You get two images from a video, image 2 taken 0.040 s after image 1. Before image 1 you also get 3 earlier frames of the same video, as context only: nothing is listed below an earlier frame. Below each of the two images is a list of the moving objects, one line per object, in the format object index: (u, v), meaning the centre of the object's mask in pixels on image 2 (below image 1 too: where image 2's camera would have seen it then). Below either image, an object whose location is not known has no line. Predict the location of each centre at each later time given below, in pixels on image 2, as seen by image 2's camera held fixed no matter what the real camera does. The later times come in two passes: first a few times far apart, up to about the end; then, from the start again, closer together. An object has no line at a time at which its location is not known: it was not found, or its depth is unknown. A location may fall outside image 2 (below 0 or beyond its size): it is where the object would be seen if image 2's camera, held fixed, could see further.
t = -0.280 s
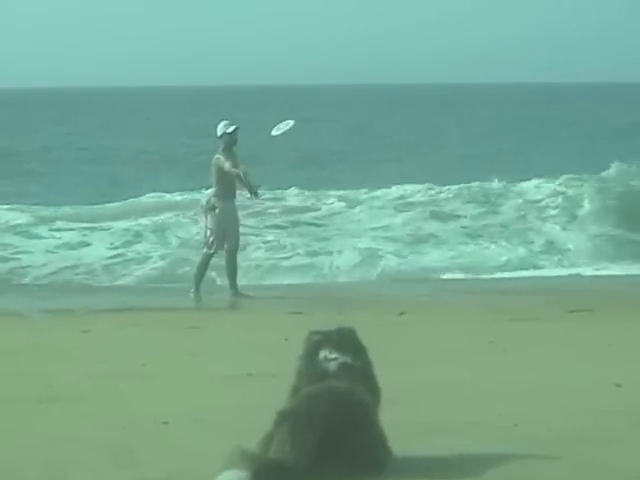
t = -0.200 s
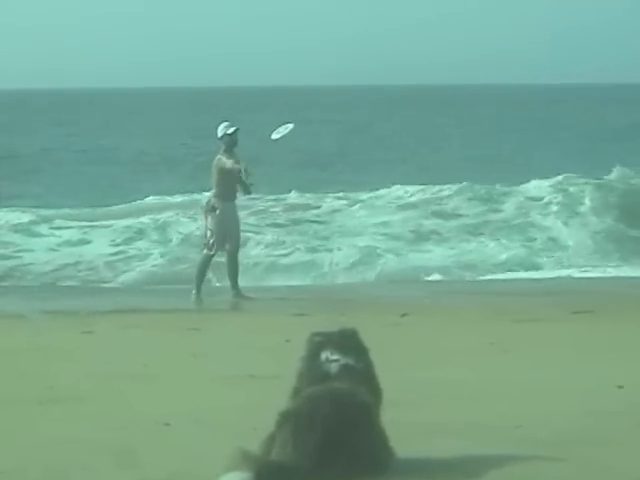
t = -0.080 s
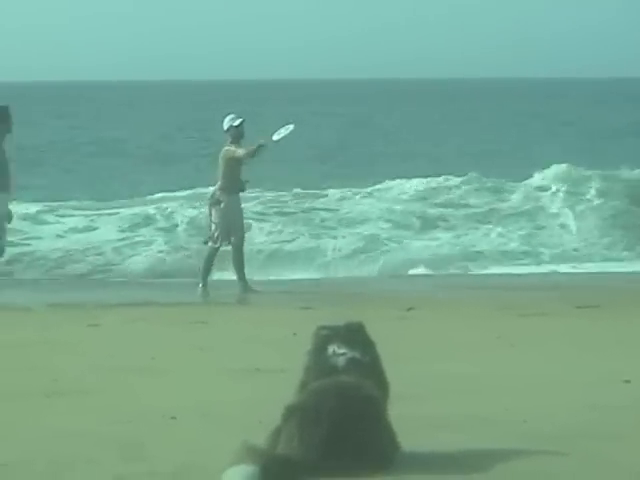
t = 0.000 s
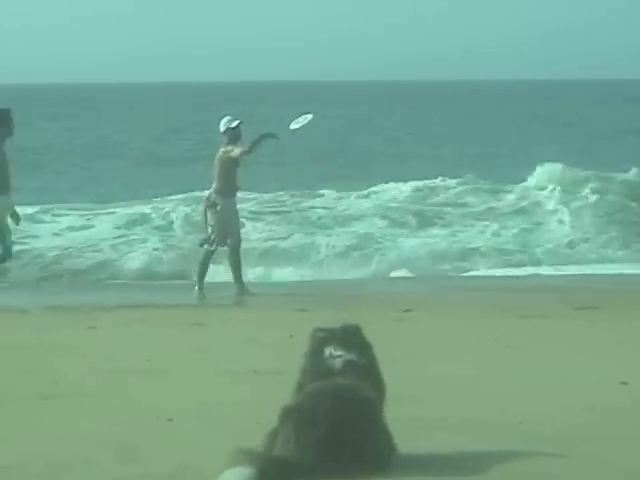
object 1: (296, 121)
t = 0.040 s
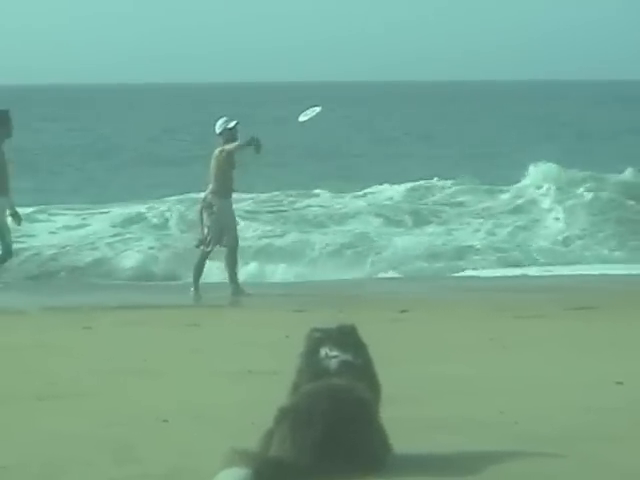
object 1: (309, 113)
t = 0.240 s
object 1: (359, 76)
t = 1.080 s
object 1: (421, 88)
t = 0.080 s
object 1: (321, 105)
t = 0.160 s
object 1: (343, 89)
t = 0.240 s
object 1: (359, 76)
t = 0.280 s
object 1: (367, 70)
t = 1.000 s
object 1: (424, 74)
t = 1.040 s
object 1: (423, 81)
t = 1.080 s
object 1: (421, 88)
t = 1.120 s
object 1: (419, 96)
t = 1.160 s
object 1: (414, 105)
